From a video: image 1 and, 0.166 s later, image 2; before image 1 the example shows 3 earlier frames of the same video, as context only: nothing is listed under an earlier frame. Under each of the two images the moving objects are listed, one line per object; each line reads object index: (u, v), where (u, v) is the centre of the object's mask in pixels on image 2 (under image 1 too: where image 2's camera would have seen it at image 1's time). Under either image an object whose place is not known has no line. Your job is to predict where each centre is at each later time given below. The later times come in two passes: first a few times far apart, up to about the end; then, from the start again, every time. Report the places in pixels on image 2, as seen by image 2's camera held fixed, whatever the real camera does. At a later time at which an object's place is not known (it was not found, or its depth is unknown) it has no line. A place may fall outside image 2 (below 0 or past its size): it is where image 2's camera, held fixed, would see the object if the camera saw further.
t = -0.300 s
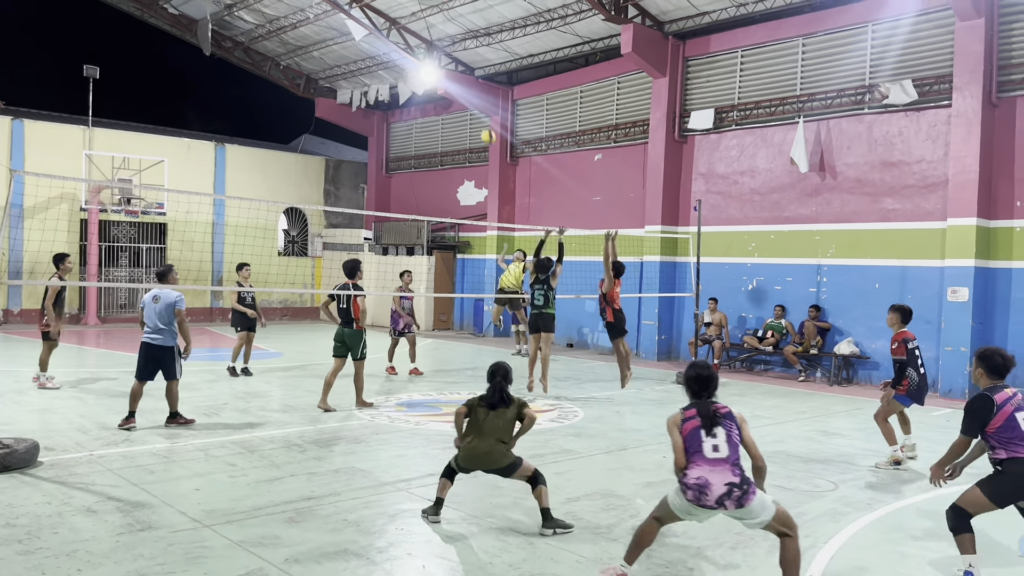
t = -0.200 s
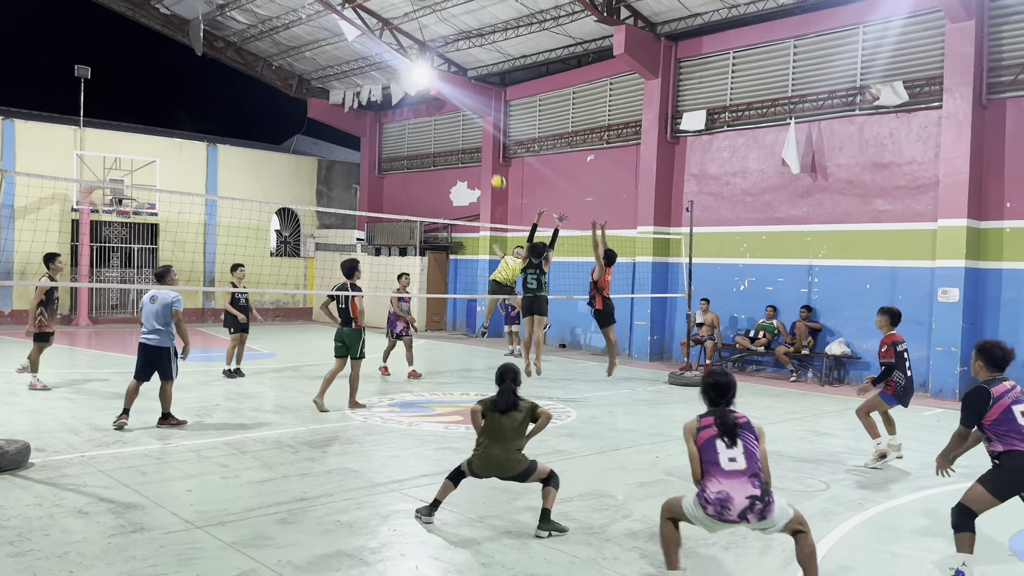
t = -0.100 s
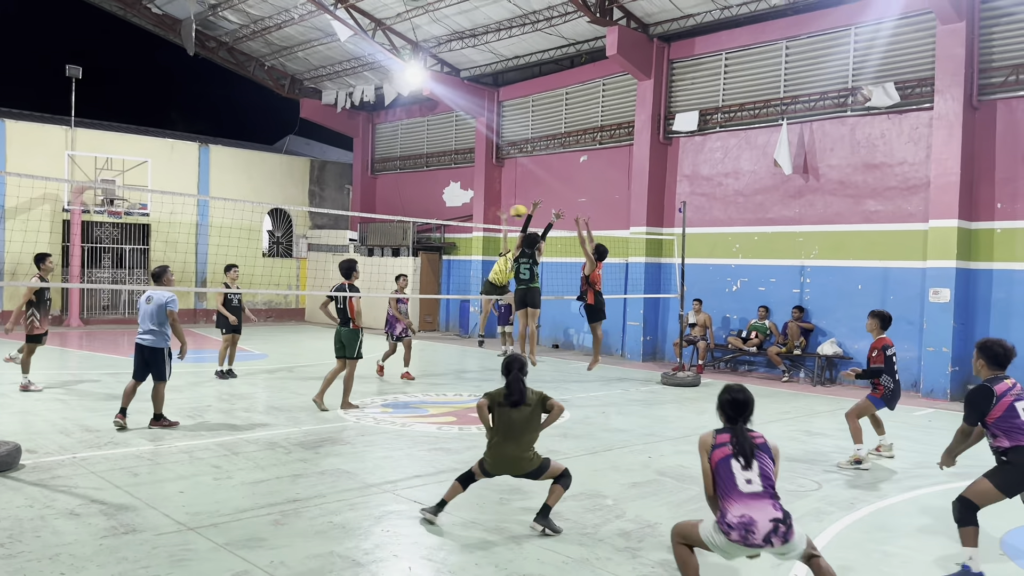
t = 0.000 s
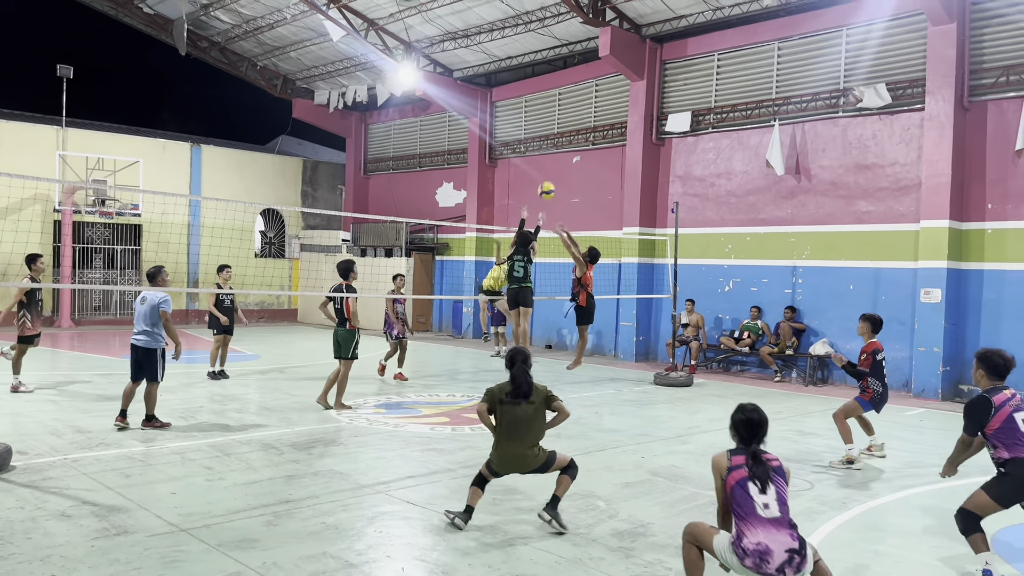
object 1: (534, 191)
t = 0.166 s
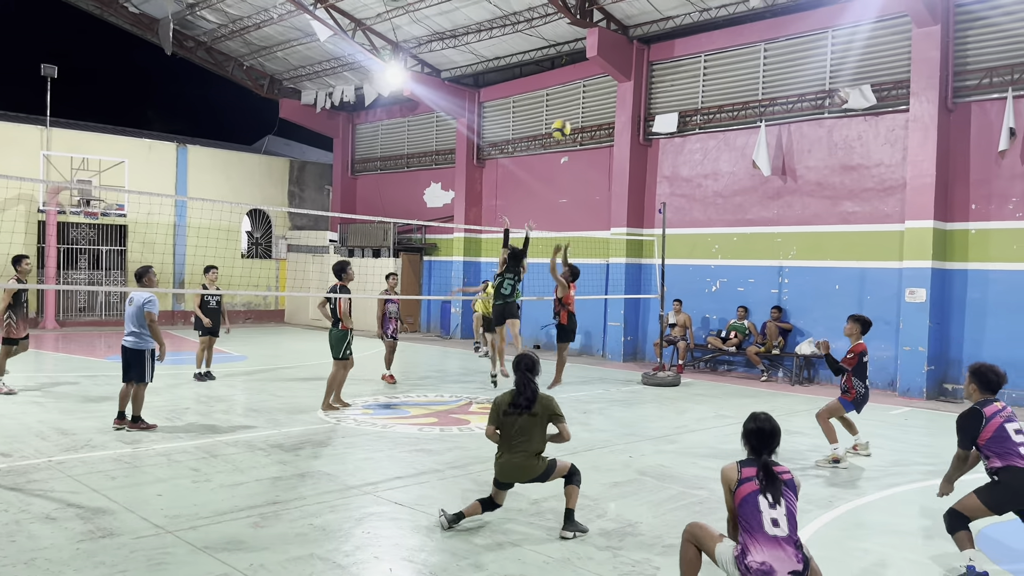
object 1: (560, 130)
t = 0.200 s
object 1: (567, 118)
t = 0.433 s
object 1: (620, 61)
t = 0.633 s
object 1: (685, 52)
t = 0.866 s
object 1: (797, 130)
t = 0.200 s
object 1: (567, 118)
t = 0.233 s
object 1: (574, 108)
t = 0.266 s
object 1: (581, 98)
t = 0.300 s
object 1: (588, 89)
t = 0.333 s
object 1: (595, 81)
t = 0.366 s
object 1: (603, 73)
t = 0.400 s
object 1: (611, 66)
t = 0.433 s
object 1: (620, 61)
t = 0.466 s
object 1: (629, 56)
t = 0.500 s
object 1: (639, 53)
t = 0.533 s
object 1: (649, 50)
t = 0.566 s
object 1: (661, 50)
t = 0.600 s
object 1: (672, 50)
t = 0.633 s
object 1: (685, 52)
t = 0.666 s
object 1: (698, 57)
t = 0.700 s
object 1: (712, 63)
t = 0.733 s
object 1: (727, 70)
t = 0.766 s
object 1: (743, 82)
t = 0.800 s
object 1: (760, 96)
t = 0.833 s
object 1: (777, 110)
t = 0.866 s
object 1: (797, 130)
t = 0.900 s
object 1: (818, 154)
